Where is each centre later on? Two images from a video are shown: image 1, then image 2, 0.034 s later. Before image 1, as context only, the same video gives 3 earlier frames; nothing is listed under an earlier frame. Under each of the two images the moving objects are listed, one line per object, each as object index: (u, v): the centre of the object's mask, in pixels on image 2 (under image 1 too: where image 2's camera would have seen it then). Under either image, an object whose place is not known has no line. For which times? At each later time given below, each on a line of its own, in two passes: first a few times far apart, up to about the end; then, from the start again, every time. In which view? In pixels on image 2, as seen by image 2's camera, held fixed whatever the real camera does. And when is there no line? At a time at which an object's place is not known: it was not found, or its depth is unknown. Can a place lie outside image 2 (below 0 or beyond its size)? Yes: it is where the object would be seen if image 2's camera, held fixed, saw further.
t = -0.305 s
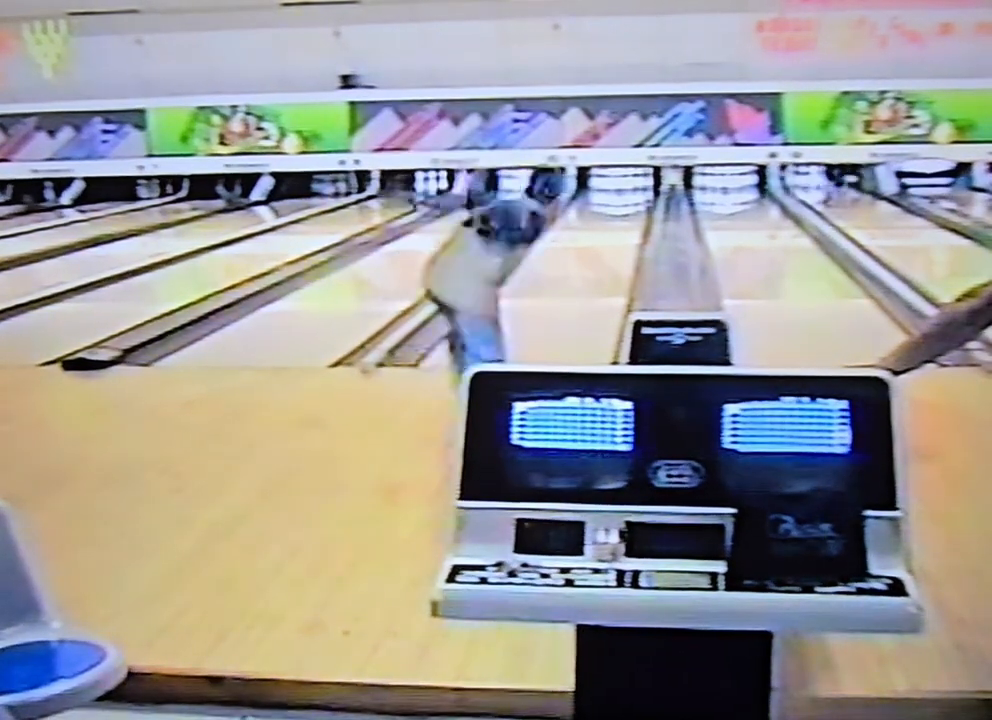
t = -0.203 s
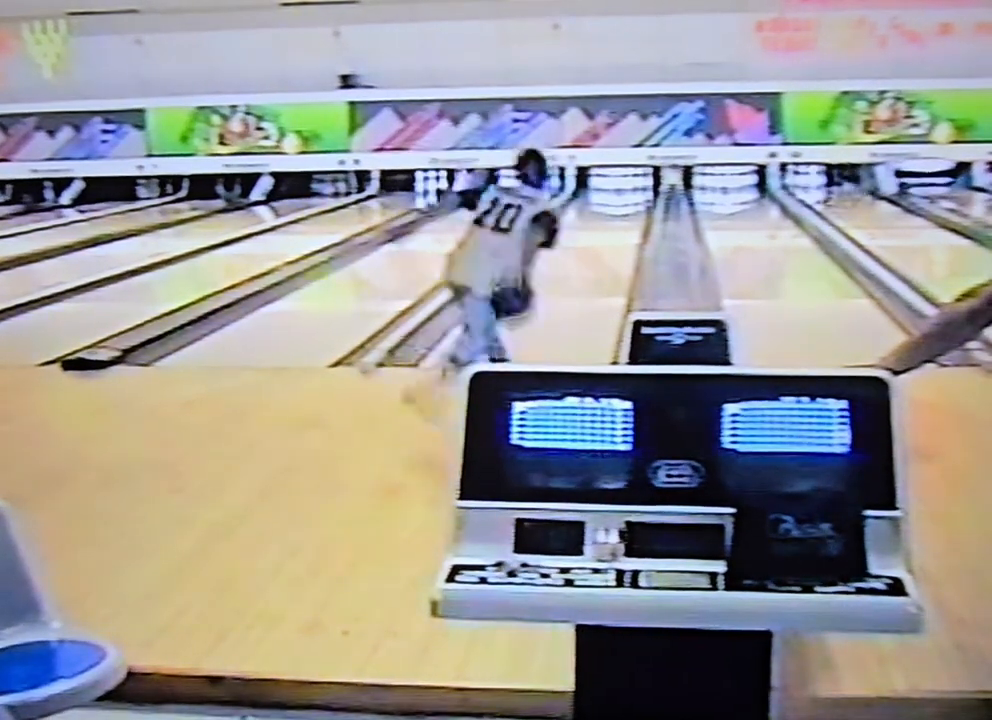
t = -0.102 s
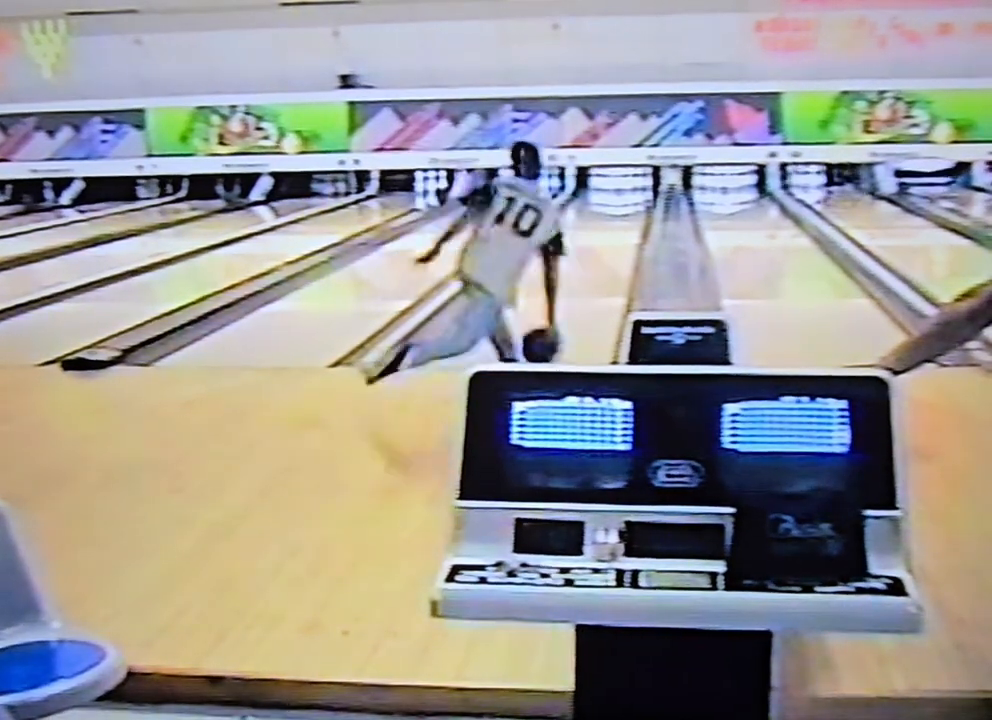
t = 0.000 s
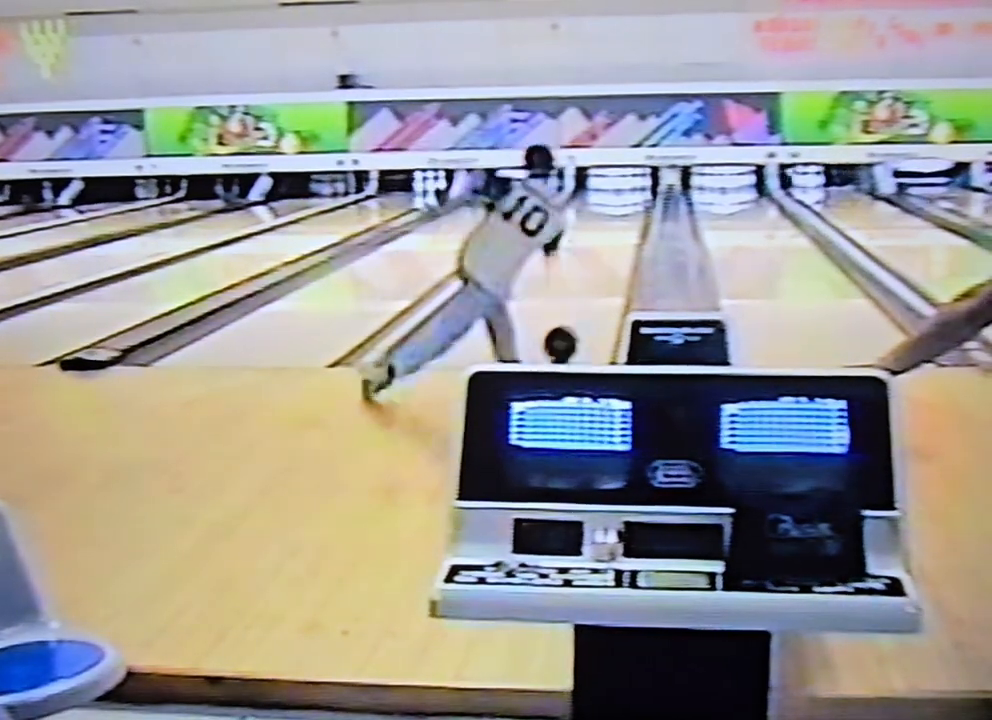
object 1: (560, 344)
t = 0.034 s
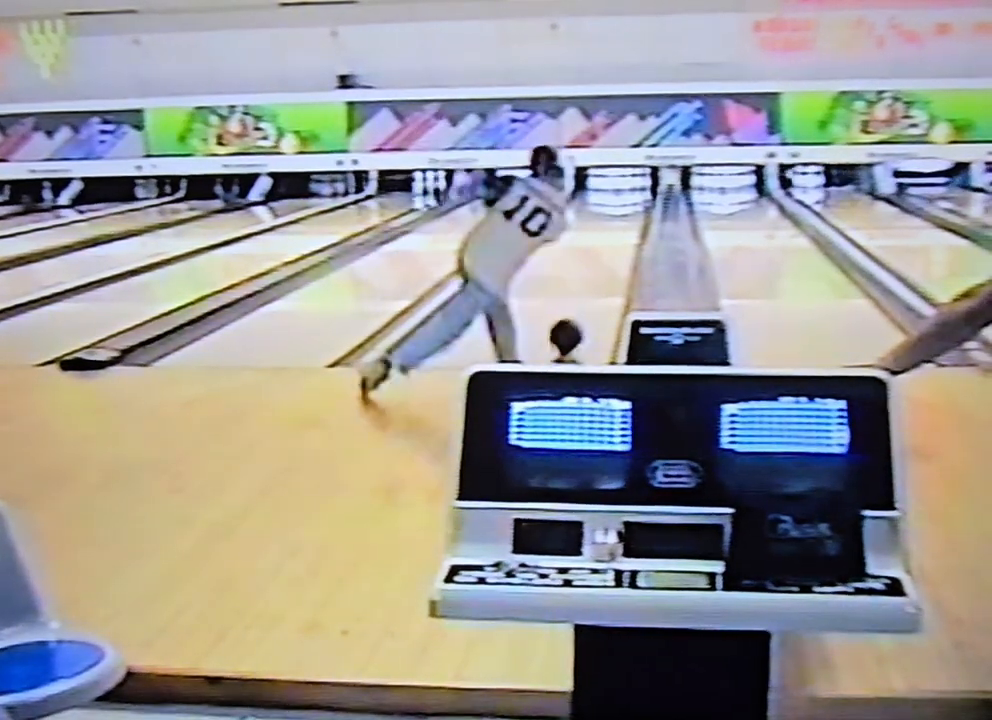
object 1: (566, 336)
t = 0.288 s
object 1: (594, 289)
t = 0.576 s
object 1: (613, 254)
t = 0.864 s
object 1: (626, 229)
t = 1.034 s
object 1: (629, 221)
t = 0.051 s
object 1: (568, 333)
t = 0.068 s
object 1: (570, 330)
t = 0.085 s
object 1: (572, 326)
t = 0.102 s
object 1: (574, 322)
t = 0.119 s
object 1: (576, 319)
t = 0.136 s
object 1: (578, 316)
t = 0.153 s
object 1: (581, 312)
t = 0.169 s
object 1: (582, 309)
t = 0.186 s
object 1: (584, 306)
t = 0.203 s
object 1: (586, 302)
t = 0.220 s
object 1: (588, 300)
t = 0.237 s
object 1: (590, 297)
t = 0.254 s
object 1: (591, 295)
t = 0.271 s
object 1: (593, 291)
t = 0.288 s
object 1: (594, 289)
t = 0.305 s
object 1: (595, 286)
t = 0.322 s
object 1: (597, 284)
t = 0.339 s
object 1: (598, 281)
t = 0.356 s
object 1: (600, 279)
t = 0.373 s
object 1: (601, 277)
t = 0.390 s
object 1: (602, 275)
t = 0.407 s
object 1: (603, 273)
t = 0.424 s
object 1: (604, 271)
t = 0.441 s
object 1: (606, 269)
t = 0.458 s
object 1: (607, 267)
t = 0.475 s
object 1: (607, 265)
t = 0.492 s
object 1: (608, 263)
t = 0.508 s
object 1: (609, 261)
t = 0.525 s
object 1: (610, 260)
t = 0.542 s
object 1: (611, 258)
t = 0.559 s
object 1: (612, 256)
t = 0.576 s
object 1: (613, 254)
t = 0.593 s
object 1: (614, 253)
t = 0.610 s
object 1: (615, 251)
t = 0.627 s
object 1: (616, 250)
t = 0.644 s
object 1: (617, 248)
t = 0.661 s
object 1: (618, 247)
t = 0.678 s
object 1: (619, 245)
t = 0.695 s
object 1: (619, 244)
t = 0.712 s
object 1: (620, 243)
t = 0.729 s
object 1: (621, 240)
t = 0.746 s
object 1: (622, 238)
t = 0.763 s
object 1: (622, 236)
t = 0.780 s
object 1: (623, 236)
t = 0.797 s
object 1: (624, 234)
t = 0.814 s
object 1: (624, 233)
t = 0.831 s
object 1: (625, 232)
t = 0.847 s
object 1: (626, 230)
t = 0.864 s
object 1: (626, 229)
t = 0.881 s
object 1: (626, 228)
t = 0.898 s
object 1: (626, 228)
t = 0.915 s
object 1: (627, 227)
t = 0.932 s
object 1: (627, 226)
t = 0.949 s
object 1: (627, 224)
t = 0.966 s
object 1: (627, 223)
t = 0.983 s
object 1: (628, 222)
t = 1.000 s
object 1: (629, 222)
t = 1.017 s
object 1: (629, 221)
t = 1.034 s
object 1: (629, 221)
